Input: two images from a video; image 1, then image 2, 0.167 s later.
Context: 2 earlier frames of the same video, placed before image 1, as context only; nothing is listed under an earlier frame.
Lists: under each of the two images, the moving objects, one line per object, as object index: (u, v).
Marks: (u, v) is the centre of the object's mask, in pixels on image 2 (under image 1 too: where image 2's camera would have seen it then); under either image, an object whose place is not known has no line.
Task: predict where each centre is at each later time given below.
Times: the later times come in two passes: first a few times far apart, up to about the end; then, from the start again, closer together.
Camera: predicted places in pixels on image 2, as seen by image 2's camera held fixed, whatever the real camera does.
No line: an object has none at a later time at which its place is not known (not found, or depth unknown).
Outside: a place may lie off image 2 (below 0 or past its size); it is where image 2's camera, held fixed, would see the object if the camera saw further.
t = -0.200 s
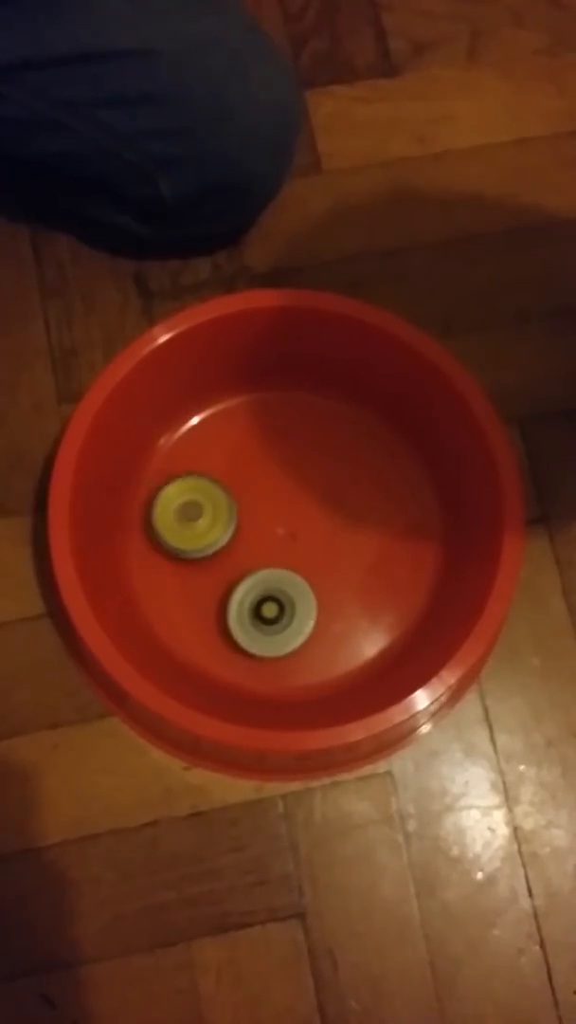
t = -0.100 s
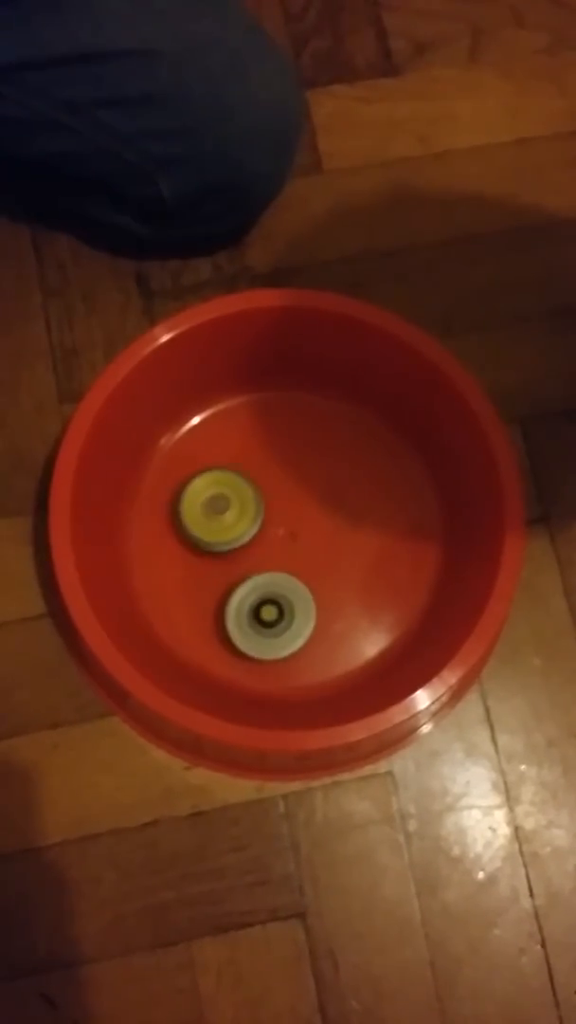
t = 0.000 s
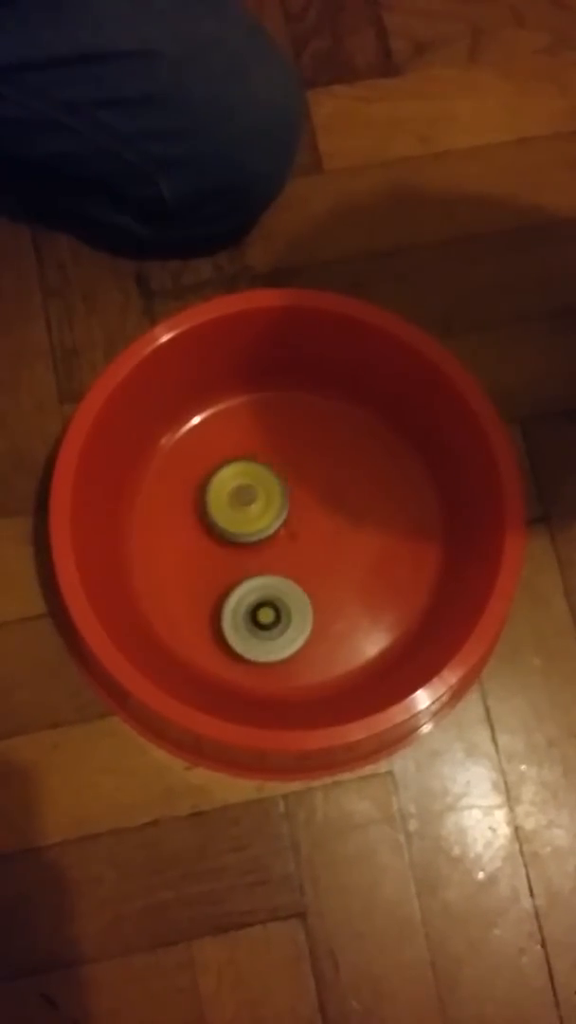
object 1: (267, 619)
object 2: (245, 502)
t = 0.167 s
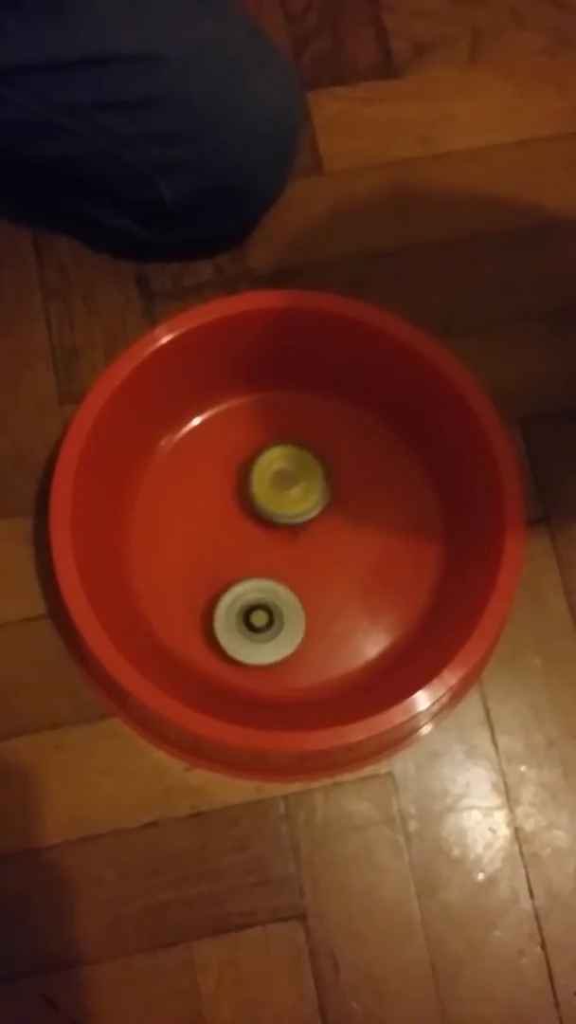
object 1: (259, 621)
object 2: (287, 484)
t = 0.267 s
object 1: (255, 621)
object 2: (311, 472)
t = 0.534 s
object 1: (252, 608)
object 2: (336, 476)
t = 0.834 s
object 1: (215, 624)
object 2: (304, 593)
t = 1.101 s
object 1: (205, 610)
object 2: (321, 625)
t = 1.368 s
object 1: (207, 604)
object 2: (325, 619)
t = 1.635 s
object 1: (211, 606)
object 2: (338, 629)
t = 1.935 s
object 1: (207, 616)
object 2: (318, 592)
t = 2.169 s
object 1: (197, 617)
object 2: (278, 539)
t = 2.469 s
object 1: (197, 610)
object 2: (231, 472)
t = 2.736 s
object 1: (196, 604)
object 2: (233, 447)
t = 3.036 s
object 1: (196, 608)
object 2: (270, 431)
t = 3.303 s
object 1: (199, 608)
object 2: (302, 427)
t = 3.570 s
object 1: (201, 603)
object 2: (342, 472)
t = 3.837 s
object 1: (202, 607)
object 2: (389, 506)
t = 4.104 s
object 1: (195, 611)
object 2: (413, 539)
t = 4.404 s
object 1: (203, 608)
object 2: (382, 566)
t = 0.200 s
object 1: (257, 621)
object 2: (296, 480)
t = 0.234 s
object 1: (256, 621)
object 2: (303, 476)
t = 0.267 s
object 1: (255, 621)
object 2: (311, 472)
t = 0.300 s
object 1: (254, 620)
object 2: (319, 467)
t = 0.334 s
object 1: (253, 620)
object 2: (328, 462)
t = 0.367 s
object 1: (252, 619)
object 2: (335, 457)
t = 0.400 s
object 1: (251, 619)
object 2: (343, 450)
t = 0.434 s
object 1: (250, 618)
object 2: (351, 442)
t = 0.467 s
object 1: (249, 617)
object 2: (357, 436)
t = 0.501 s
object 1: (250, 612)
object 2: (350, 451)
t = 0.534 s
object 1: (252, 608)
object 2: (336, 476)
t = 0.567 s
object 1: (253, 607)
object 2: (330, 493)
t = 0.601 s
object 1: (252, 607)
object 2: (325, 510)
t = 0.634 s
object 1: (252, 606)
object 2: (321, 523)
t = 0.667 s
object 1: (252, 605)
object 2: (316, 535)
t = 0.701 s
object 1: (247, 611)
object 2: (312, 547)
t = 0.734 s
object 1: (235, 624)
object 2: (308, 560)
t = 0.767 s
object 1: (228, 631)
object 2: (303, 572)
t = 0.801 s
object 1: (222, 628)
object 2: (302, 584)
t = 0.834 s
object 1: (215, 624)
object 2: (304, 593)
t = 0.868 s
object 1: (210, 618)
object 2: (306, 603)
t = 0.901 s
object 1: (206, 613)
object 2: (311, 614)
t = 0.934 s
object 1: (206, 612)
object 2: (317, 625)
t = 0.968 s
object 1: (205, 611)
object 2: (321, 638)
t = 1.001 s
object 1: (206, 611)
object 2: (322, 640)
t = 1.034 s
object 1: (205, 612)
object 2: (322, 630)
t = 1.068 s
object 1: (205, 611)
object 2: (321, 627)
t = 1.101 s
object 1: (205, 610)
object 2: (321, 625)
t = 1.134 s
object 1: (205, 609)
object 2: (321, 623)
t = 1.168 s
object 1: (205, 608)
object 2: (321, 621)
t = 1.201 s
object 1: (205, 607)
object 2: (321, 619)
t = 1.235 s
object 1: (205, 606)
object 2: (322, 617)
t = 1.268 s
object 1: (205, 606)
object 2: (323, 617)
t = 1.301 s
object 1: (206, 605)
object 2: (323, 617)
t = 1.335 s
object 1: (206, 605)
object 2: (324, 618)
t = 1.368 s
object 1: (207, 604)
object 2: (325, 619)
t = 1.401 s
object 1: (207, 604)
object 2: (328, 618)
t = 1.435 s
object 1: (208, 604)
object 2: (329, 617)
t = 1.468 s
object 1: (208, 604)
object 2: (330, 619)
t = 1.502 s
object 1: (209, 604)
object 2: (331, 621)
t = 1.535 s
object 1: (210, 604)
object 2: (332, 624)
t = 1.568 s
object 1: (210, 604)
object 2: (335, 625)
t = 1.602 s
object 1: (211, 605)
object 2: (337, 626)
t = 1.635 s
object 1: (211, 606)
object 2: (338, 629)
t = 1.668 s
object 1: (211, 607)
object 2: (340, 632)
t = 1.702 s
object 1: (211, 608)
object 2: (341, 637)
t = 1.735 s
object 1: (211, 609)
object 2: (343, 641)
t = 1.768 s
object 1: (211, 610)
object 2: (344, 640)
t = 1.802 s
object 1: (211, 614)
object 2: (339, 628)
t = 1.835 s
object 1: (210, 614)
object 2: (334, 617)
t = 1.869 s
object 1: (210, 615)
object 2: (328, 608)
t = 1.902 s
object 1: (208, 616)
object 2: (323, 599)
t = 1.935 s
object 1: (207, 616)
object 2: (318, 592)
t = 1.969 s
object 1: (206, 617)
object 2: (312, 584)
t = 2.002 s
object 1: (204, 617)
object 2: (306, 577)
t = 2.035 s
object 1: (203, 617)
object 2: (301, 569)
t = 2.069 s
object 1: (201, 618)
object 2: (295, 563)
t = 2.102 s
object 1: (200, 618)
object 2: (289, 555)
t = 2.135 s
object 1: (198, 618)
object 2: (284, 547)
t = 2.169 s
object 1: (197, 617)
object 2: (278, 539)
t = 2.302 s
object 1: (197, 615)
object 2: (257, 509)
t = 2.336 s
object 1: (197, 614)
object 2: (252, 502)
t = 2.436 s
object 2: (236, 478)
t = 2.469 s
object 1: (197, 610)
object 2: (231, 472)
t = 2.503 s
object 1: (197, 610)
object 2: (225, 464)
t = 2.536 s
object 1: (197, 609)
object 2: (220, 456)
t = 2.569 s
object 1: (198, 608)
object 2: (213, 448)
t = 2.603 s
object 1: (197, 608)
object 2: (210, 442)
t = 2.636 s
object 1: (194, 606)
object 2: (218, 445)
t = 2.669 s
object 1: (195, 604)
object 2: (224, 447)
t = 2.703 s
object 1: (196, 604)
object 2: (229, 448)
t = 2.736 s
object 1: (196, 604)
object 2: (233, 447)
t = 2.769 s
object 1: (197, 604)
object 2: (238, 447)
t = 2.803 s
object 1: (197, 604)
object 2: (242, 446)
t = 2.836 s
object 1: (197, 604)
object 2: (246, 444)
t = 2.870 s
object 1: (198, 605)
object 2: (251, 443)
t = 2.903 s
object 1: (197, 606)
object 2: (255, 442)
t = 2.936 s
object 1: (197, 606)
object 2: (258, 440)
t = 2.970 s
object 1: (197, 606)
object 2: (262, 437)
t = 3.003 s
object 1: (197, 607)
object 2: (266, 434)
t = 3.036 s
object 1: (196, 608)
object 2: (270, 431)
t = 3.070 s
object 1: (196, 609)
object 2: (273, 427)
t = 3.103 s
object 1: (195, 609)
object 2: (277, 423)
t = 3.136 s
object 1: (193, 611)
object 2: (280, 419)
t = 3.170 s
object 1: (192, 611)
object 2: (284, 414)
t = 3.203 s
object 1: (192, 611)
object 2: (287, 409)
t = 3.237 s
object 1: (195, 609)
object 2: (291, 408)
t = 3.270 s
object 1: (199, 608)
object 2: (298, 419)
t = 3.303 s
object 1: (199, 608)
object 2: (302, 427)
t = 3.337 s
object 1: (199, 607)
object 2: (306, 435)
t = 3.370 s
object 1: (199, 606)
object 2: (310, 439)
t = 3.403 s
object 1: (200, 605)
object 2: (315, 445)
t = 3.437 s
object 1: (200, 604)
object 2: (320, 450)
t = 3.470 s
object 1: (200, 604)
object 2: (326, 456)
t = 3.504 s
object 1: (200, 603)
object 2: (331, 462)
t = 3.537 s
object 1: (201, 603)
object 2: (335, 467)
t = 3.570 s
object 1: (201, 603)
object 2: (342, 472)
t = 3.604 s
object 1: (202, 603)
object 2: (346, 477)
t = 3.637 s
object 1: (203, 603)
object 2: (353, 481)
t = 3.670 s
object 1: (203, 604)
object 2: (359, 486)
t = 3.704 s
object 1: (203, 604)
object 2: (364, 490)
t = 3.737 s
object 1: (203, 604)
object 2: (370, 494)
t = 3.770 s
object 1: (203, 605)
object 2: (375, 498)
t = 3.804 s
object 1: (203, 606)
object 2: (382, 502)
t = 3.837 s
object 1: (202, 607)
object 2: (389, 506)
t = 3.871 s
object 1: (202, 608)
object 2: (395, 510)
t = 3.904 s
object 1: (201, 609)
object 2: (402, 514)
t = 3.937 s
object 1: (200, 609)
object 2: (409, 517)
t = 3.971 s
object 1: (200, 609)
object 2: (418, 521)
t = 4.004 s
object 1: (199, 610)
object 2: (416, 525)
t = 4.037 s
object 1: (198, 611)
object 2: (418, 529)
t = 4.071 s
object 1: (196, 611)
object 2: (417, 534)
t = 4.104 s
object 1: (195, 611)
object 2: (413, 539)
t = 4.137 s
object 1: (195, 611)
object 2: (412, 544)
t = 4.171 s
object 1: (196, 611)
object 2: (411, 547)
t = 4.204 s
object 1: (199, 611)
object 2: (411, 551)
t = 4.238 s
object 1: (198, 612)
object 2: (410, 555)
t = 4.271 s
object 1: (198, 609)
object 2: (411, 559)
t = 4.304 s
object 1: (199, 608)
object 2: (411, 564)
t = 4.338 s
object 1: (198, 607)
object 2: (411, 568)
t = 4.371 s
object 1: (201, 606)
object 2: (401, 569)
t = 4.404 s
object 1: (203, 608)
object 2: (382, 566)
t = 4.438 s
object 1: (202, 607)
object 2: (373, 566)
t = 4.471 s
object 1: (203, 606)
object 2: (362, 564)
